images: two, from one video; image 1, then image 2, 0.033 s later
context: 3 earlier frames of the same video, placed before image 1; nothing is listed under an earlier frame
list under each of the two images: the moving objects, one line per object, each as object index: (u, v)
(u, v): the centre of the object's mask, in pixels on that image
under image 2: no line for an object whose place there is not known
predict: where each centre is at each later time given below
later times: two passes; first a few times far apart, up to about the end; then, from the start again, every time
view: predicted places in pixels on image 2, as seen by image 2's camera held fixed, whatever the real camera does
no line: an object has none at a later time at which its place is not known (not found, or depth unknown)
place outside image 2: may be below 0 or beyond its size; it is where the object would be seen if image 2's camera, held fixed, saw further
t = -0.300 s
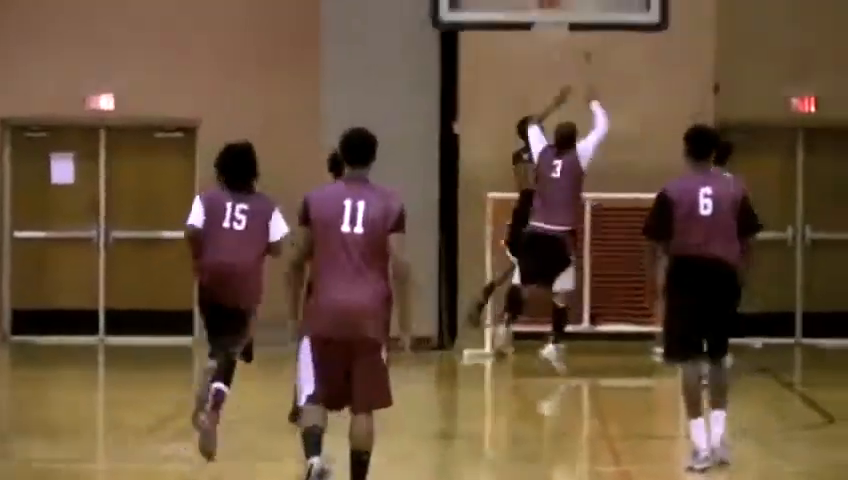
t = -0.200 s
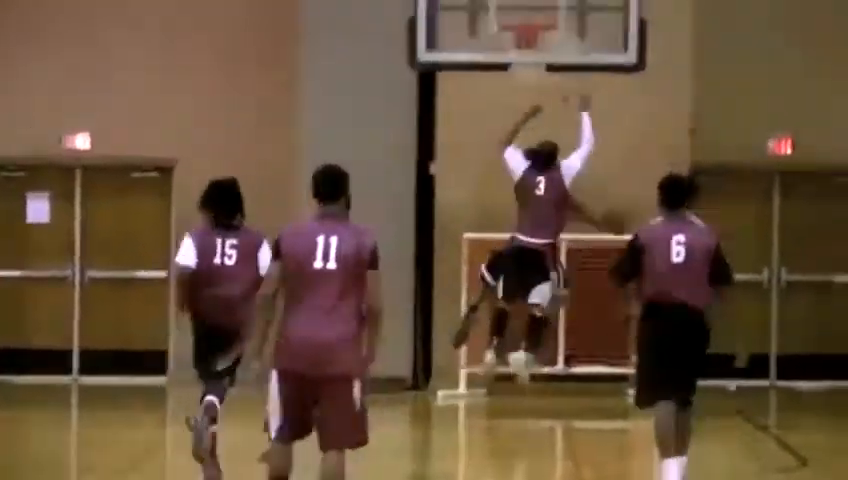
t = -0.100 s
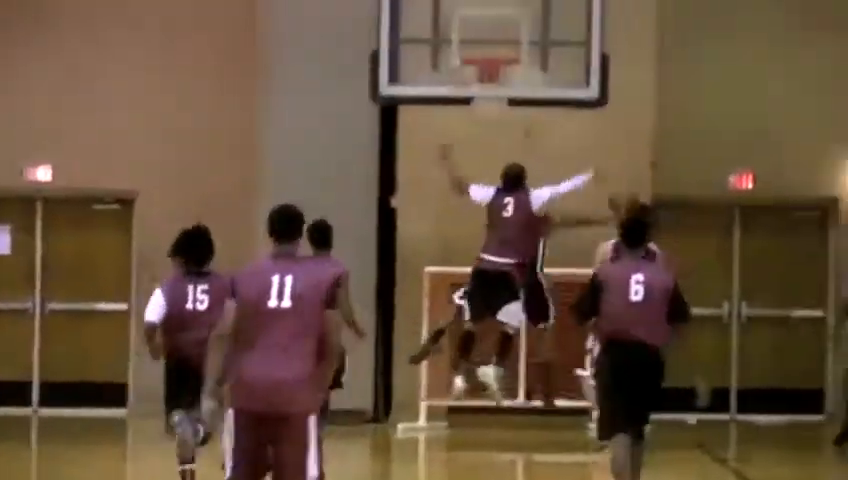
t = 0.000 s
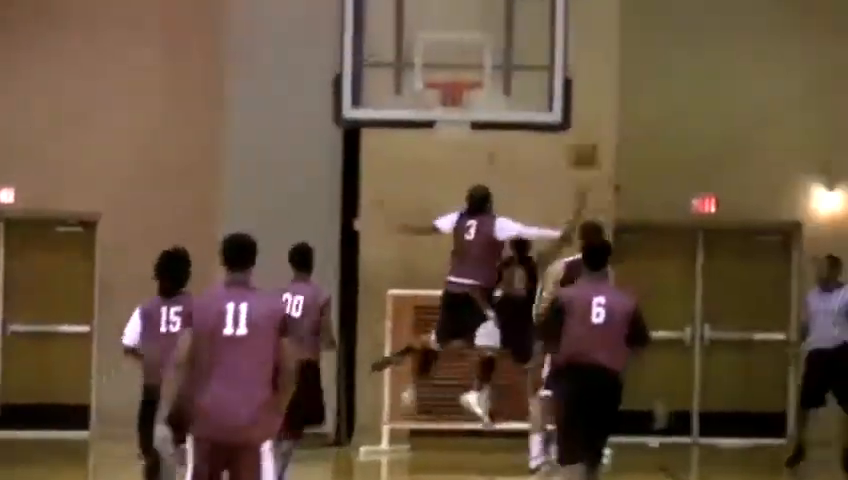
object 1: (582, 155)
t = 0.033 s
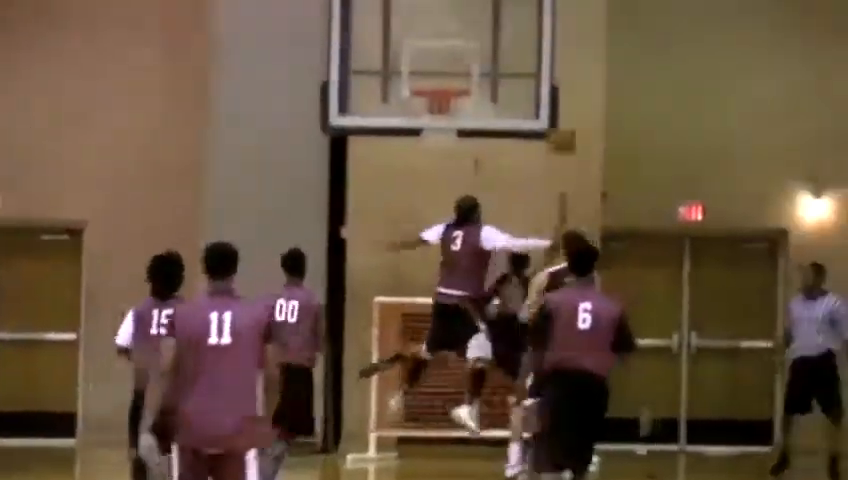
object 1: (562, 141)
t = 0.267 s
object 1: (513, 33)
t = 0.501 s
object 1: (473, 50)
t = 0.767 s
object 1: (446, 69)
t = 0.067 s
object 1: (554, 119)
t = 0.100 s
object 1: (548, 98)
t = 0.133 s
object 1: (540, 81)
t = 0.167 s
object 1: (533, 64)
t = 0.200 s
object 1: (524, 48)
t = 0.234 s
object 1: (518, 37)
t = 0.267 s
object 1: (513, 33)
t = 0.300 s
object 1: (509, 32)
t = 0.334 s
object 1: (502, 32)
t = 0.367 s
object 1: (497, 31)
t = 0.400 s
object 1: (492, 33)
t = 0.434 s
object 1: (486, 37)
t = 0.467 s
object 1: (480, 43)
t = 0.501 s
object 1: (473, 50)
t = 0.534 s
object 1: (469, 57)
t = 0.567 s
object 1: (462, 68)
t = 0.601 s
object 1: (459, 77)
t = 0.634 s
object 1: (457, 73)
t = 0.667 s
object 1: (454, 71)
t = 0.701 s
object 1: (450, 69)
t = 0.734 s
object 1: (448, 68)
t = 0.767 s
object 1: (446, 69)
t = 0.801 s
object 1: (444, 71)
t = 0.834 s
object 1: (441, 74)
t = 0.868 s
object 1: (439, 77)
